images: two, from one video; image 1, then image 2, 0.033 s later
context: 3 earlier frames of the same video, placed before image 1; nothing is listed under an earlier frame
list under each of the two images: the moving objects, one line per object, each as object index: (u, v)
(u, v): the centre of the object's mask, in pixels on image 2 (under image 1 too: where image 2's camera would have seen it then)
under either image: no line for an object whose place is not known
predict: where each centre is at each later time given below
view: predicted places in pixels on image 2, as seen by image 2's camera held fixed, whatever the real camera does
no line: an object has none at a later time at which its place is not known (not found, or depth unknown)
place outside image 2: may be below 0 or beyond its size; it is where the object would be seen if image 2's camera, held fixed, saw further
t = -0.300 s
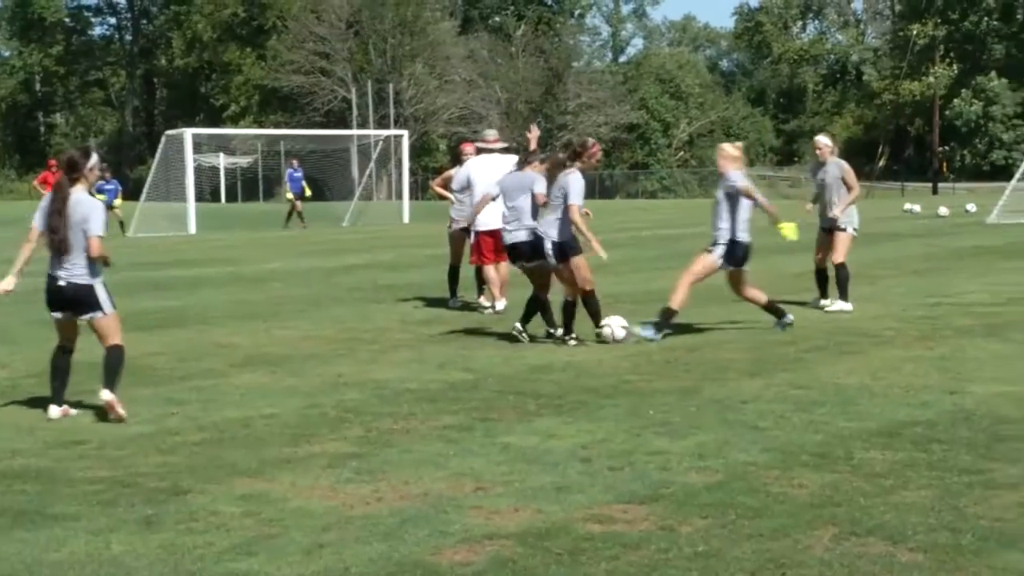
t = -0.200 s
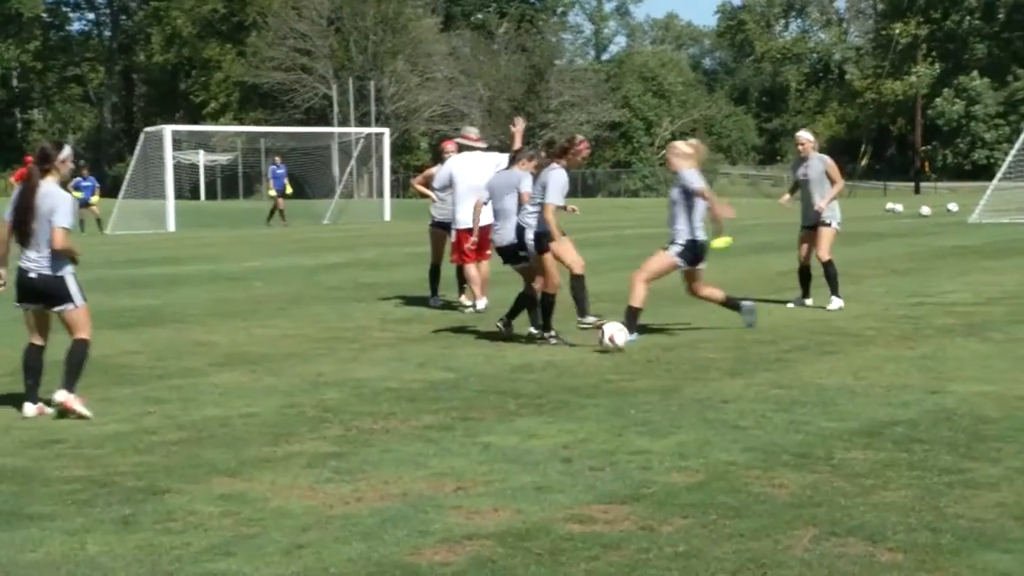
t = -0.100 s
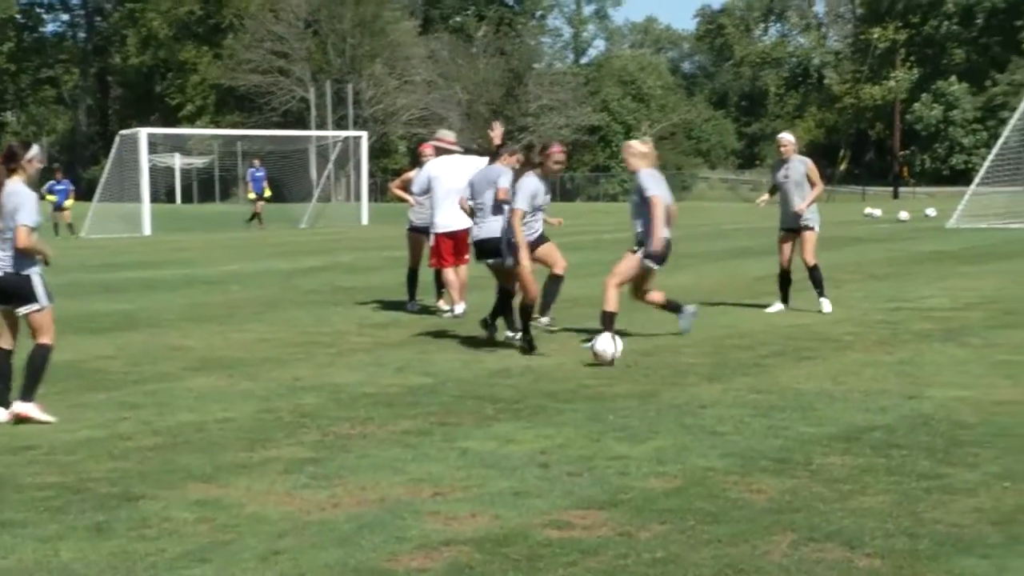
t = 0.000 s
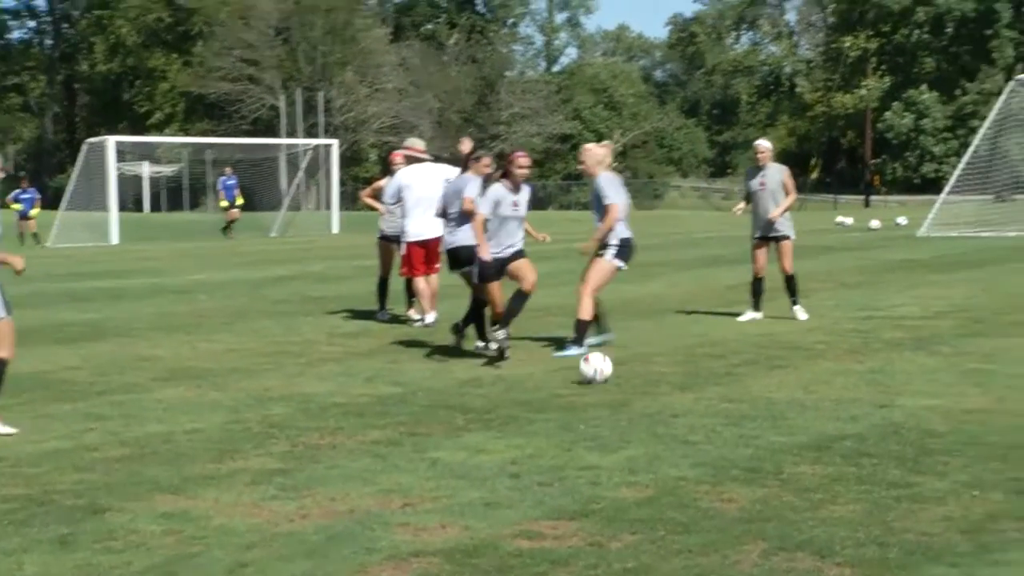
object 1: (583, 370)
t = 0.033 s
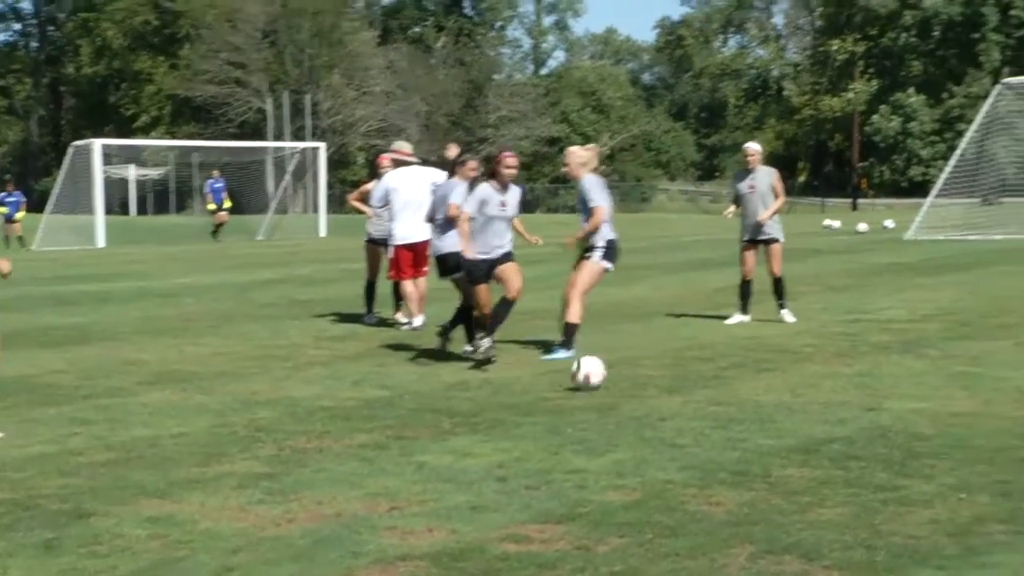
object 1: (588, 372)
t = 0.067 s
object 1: (594, 375)
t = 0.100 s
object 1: (600, 379)
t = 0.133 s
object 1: (606, 383)
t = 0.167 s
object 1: (612, 385)
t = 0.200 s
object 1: (616, 387)
